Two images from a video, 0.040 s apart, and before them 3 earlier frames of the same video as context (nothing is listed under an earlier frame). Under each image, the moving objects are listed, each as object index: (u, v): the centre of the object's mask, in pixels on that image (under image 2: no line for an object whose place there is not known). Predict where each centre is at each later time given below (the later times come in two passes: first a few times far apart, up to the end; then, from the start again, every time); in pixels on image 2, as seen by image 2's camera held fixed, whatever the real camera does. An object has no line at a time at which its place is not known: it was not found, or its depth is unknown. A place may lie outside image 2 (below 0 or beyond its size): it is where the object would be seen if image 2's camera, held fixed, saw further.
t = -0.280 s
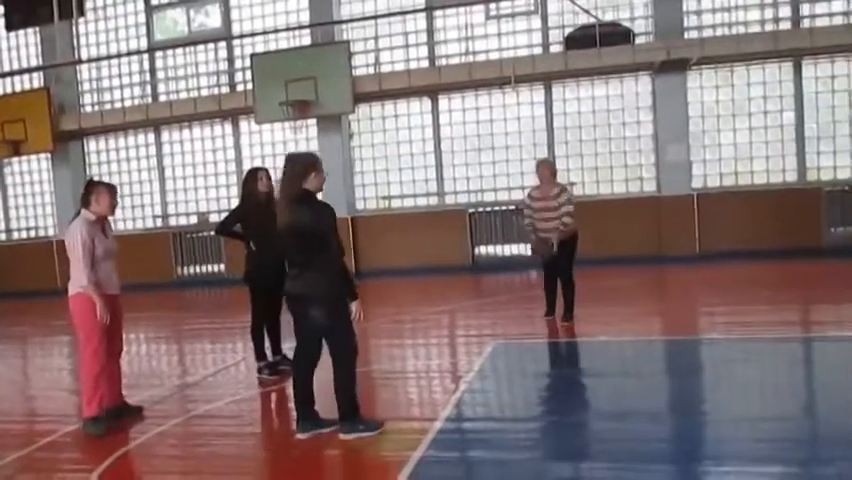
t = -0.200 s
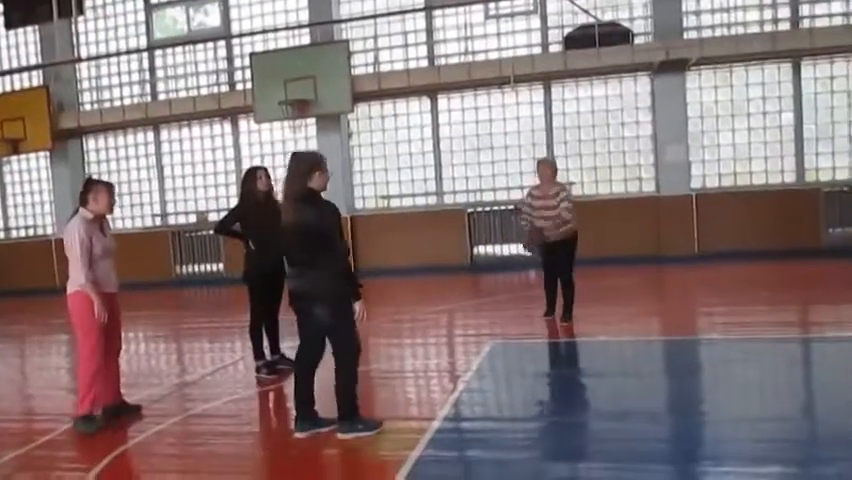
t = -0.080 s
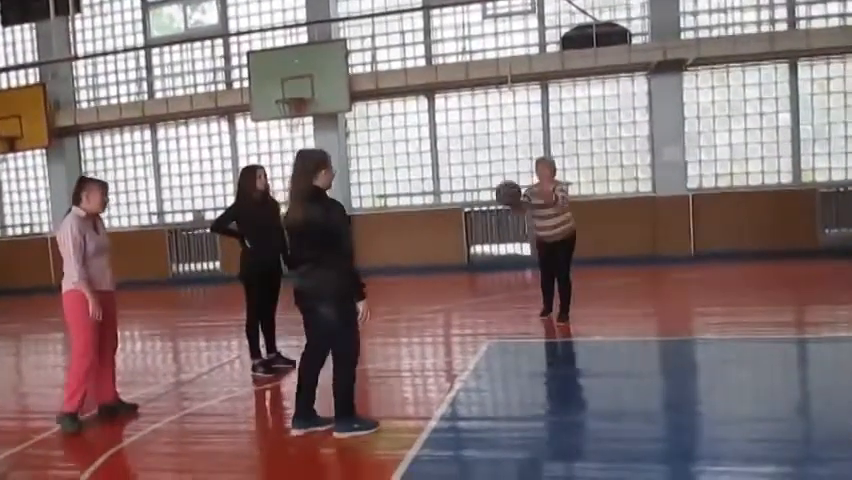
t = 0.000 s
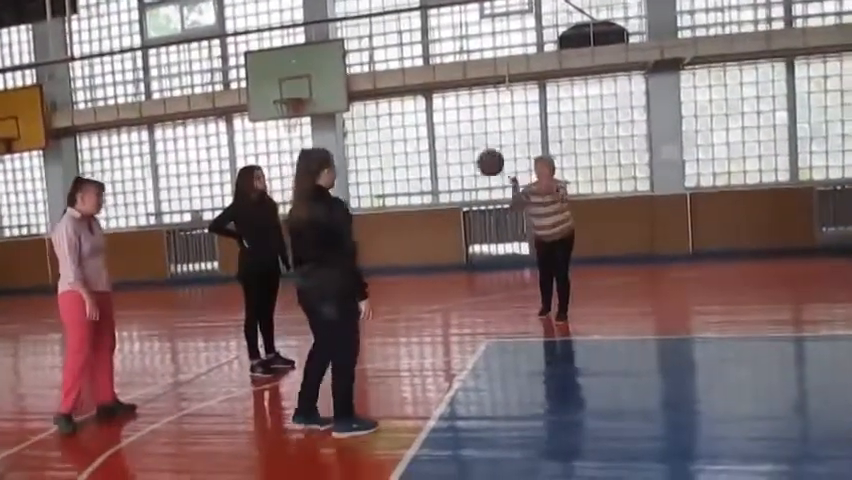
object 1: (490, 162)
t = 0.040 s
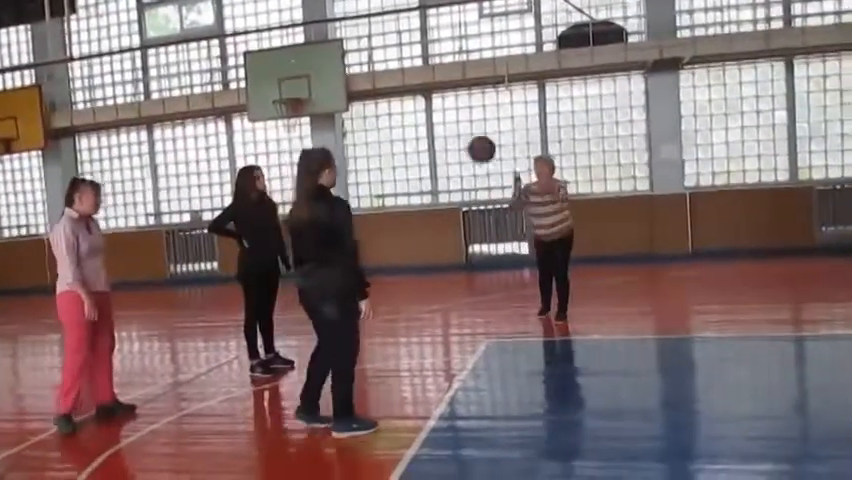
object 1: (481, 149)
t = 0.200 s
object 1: (447, 111)
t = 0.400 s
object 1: (399, 109)
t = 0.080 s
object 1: (473, 137)
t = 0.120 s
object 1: (465, 127)
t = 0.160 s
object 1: (456, 118)
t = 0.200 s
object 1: (447, 111)
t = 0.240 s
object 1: (437, 107)
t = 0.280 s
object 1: (429, 105)
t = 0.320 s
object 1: (418, 104)
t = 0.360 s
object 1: (409, 106)
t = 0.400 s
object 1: (399, 109)
